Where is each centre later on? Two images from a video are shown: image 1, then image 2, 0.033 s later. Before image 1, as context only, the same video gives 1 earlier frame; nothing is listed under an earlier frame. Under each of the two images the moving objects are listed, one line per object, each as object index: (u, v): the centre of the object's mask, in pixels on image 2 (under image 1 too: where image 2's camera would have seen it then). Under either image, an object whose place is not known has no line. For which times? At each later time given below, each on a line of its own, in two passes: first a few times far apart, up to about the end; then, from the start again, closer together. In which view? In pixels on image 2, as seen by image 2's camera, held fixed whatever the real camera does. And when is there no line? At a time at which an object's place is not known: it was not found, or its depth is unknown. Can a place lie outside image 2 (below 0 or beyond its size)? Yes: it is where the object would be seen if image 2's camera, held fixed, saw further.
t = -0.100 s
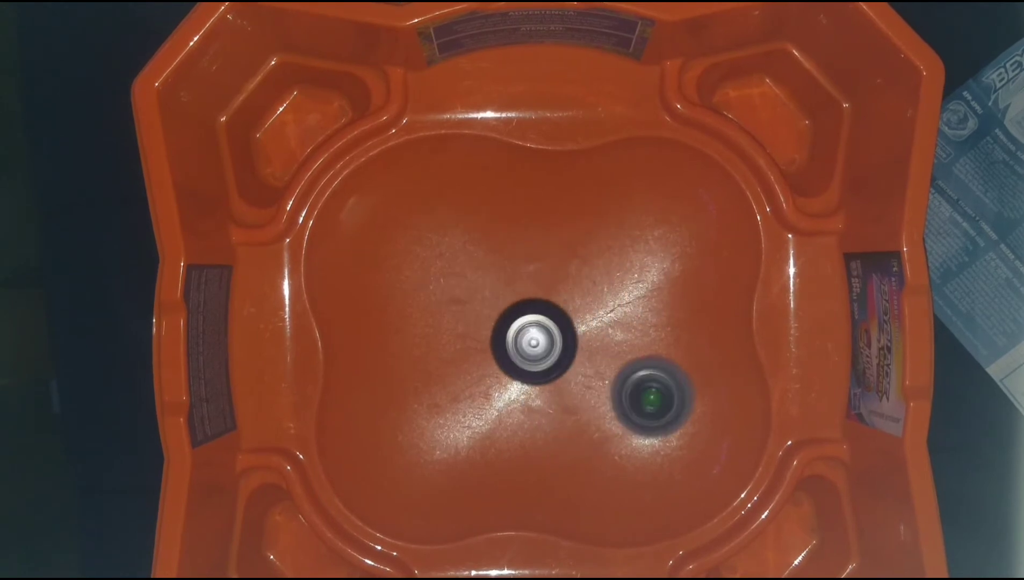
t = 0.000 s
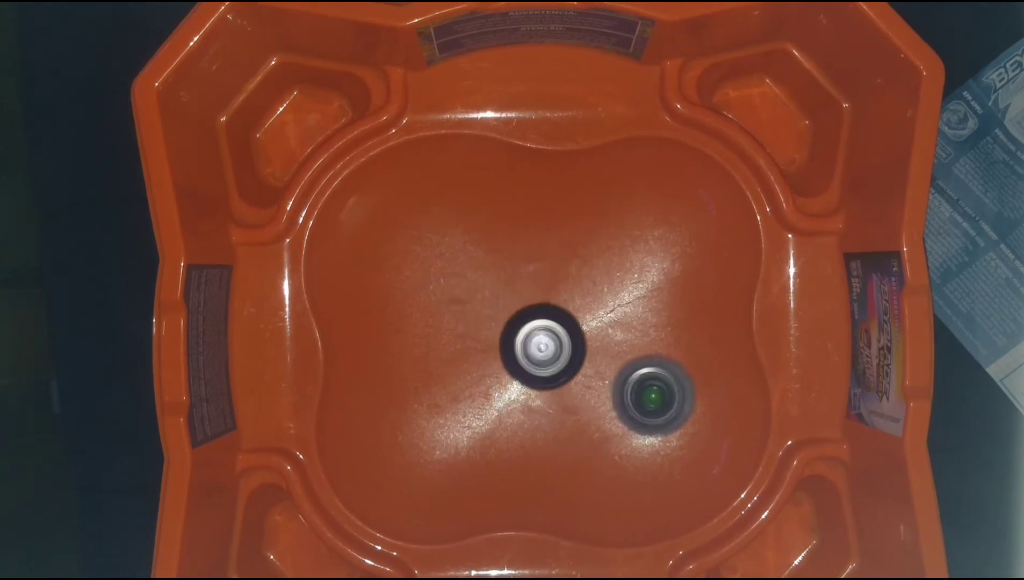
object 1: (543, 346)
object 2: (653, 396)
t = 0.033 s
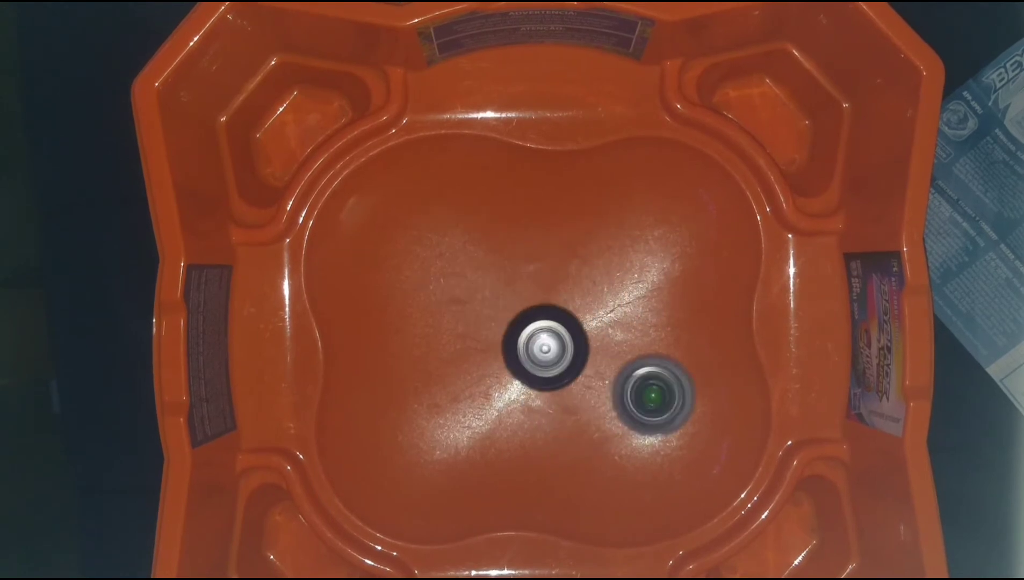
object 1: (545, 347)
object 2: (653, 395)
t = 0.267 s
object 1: (559, 347)
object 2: (646, 389)
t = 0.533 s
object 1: (551, 339)
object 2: (637, 376)
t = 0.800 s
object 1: (510, 316)
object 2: (638, 364)
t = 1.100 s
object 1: (490, 307)
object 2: (636, 353)
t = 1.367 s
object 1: (495, 296)
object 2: (627, 341)
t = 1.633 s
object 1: (516, 300)
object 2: (620, 327)
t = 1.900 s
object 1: (524, 321)
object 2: (628, 305)
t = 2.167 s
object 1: (539, 356)
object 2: (631, 293)
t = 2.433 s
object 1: (561, 372)
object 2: (627, 289)
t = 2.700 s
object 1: (579, 380)
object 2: (615, 287)
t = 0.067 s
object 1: (548, 348)
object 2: (653, 395)
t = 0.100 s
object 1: (551, 348)
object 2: (653, 394)
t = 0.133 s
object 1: (554, 348)
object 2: (652, 393)
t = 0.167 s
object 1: (555, 348)
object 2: (651, 392)
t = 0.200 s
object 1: (557, 347)
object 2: (650, 392)
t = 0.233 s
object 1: (558, 347)
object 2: (648, 391)
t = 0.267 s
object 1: (559, 347)
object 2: (646, 389)
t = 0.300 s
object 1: (559, 347)
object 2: (645, 388)
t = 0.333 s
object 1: (560, 346)
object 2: (644, 386)
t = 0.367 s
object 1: (560, 346)
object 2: (642, 384)
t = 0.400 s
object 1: (560, 346)
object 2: (640, 383)
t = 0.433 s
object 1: (558, 344)
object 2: (641, 382)
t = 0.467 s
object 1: (555, 342)
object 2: (639, 381)
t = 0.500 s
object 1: (553, 341)
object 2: (638, 378)
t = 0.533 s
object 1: (551, 339)
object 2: (637, 376)
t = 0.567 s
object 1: (550, 338)
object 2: (636, 374)
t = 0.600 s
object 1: (549, 335)
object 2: (634, 370)
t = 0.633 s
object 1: (548, 334)
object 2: (631, 366)
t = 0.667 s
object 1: (541, 330)
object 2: (632, 366)
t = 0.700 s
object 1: (531, 323)
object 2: (638, 368)
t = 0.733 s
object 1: (523, 319)
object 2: (639, 368)
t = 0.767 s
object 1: (516, 316)
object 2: (638, 366)
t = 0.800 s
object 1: (510, 316)
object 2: (638, 364)
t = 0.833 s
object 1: (505, 315)
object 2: (638, 363)
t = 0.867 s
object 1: (501, 314)
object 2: (638, 362)
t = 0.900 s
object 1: (498, 314)
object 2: (638, 360)
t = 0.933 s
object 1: (496, 314)
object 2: (638, 359)
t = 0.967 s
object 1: (495, 314)
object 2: (638, 358)
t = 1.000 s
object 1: (494, 312)
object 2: (637, 357)
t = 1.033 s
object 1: (492, 311)
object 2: (637, 356)
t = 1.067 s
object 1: (491, 309)
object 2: (637, 354)
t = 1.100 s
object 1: (490, 307)
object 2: (636, 353)
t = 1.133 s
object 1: (489, 305)
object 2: (635, 352)
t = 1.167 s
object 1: (489, 303)
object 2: (634, 350)
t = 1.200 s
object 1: (489, 302)
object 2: (633, 349)
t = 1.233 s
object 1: (490, 300)
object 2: (632, 347)
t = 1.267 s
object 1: (491, 299)
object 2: (631, 346)
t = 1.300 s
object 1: (492, 297)
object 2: (630, 344)
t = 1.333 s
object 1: (494, 296)
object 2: (629, 343)
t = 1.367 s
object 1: (495, 296)
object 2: (627, 341)
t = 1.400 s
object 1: (497, 296)
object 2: (626, 339)
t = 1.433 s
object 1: (500, 295)
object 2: (625, 338)
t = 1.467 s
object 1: (502, 295)
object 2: (624, 336)
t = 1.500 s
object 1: (505, 296)
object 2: (623, 334)
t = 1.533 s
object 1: (508, 297)
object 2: (622, 332)
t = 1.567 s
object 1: (511, 297)
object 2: (621, 331)
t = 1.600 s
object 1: (514, 298)
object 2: (621, 329)
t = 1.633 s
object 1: (516, 300)
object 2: (620, 327)
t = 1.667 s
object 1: (518, 301)
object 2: (619, 325)
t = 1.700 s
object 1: (521, 303)
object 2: (618, 323)
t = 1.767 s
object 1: (527, 307)
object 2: (618, 318)
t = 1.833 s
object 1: (527, 314)
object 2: (622, 313)
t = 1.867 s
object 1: (525, 316)
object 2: (627, 309)
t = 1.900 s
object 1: (524, 321)
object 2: (628, 305)
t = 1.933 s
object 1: (524, 325)
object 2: (629, 303)
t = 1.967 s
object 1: (524, 330)
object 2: (630, 300)
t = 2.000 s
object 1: (525, 335)
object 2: (630, 299)
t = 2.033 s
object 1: (528, 340)
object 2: (630, 298)
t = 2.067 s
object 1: (530, 346)
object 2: (631, 296)
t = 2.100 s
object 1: (532, 349)
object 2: (631, 295)
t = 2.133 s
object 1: (536, 352)
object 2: (631, 294)
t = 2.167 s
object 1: (539, 356)
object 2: (631, 293)
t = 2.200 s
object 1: (542, 360)
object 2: (630, 293)
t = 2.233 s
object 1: (545, 362)
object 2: (630, 292)
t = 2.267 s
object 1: (549, 364)
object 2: (630, 291)
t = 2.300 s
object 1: (552, 365)
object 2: (630, 291)
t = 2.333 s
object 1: (554, 367)
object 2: (629, 291)
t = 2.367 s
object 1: (557, 368)
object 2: (628, 290)
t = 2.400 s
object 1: (559, 370)
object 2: (628, 289)
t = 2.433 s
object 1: (561, 372)
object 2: (627, 289)
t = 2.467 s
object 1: (563, 374)
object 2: (626, 289)
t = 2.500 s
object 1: (566, 375)
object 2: (625, 288)
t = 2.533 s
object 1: (569, 377)
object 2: (623, 288)
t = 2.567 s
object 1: (571, 378)
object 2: (621, 288)
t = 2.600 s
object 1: (574, 379)
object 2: (620, 288)
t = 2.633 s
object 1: (576, 380)
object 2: (618, 288)
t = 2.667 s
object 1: (578, 380)
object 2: (617, 288)
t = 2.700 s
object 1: (579, 380)
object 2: (615, 287)
